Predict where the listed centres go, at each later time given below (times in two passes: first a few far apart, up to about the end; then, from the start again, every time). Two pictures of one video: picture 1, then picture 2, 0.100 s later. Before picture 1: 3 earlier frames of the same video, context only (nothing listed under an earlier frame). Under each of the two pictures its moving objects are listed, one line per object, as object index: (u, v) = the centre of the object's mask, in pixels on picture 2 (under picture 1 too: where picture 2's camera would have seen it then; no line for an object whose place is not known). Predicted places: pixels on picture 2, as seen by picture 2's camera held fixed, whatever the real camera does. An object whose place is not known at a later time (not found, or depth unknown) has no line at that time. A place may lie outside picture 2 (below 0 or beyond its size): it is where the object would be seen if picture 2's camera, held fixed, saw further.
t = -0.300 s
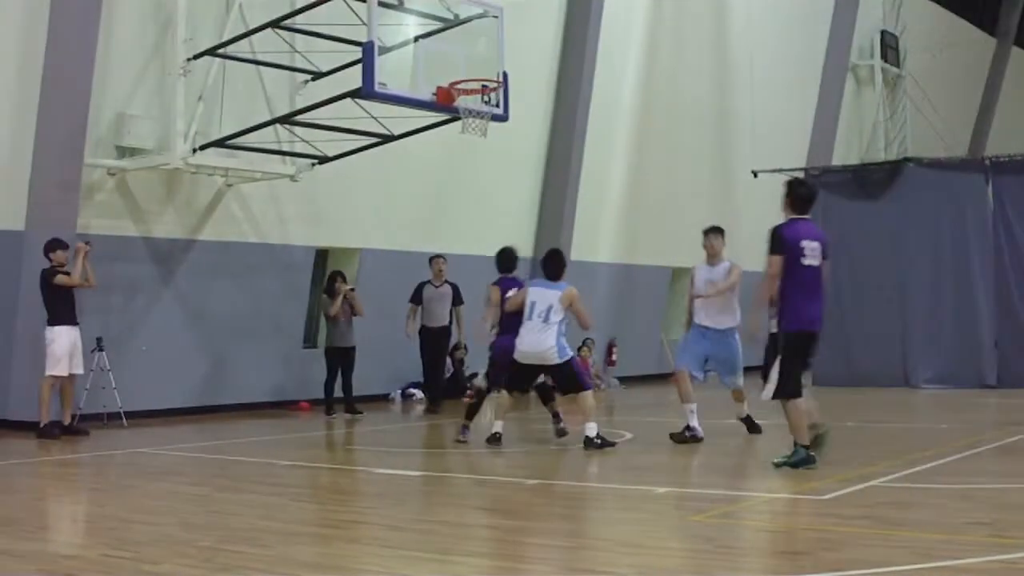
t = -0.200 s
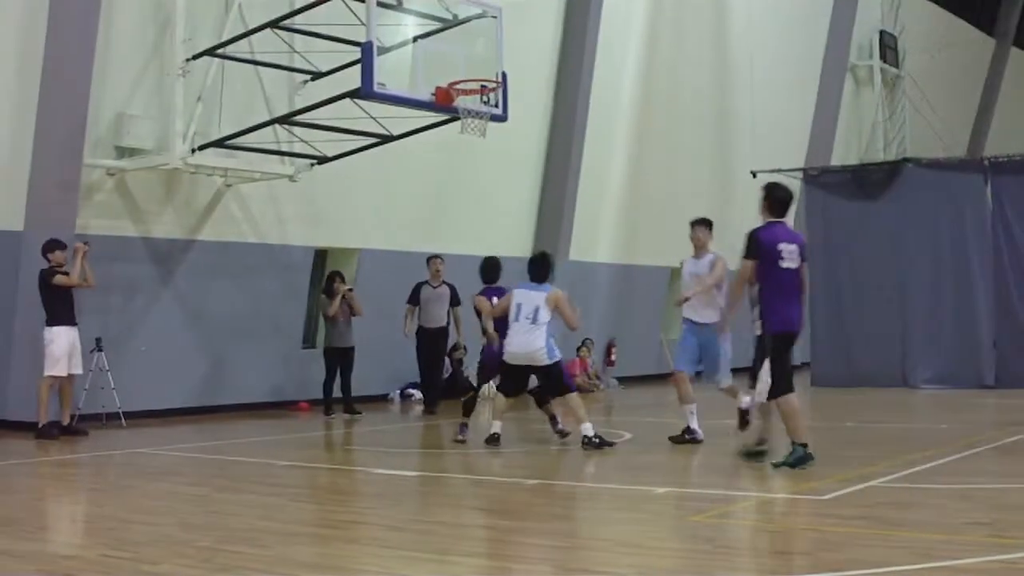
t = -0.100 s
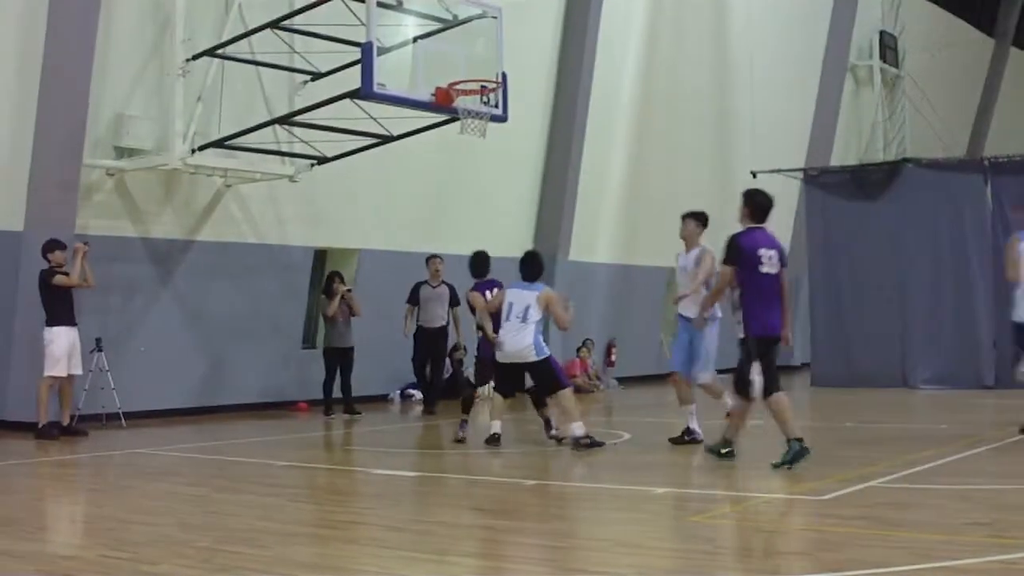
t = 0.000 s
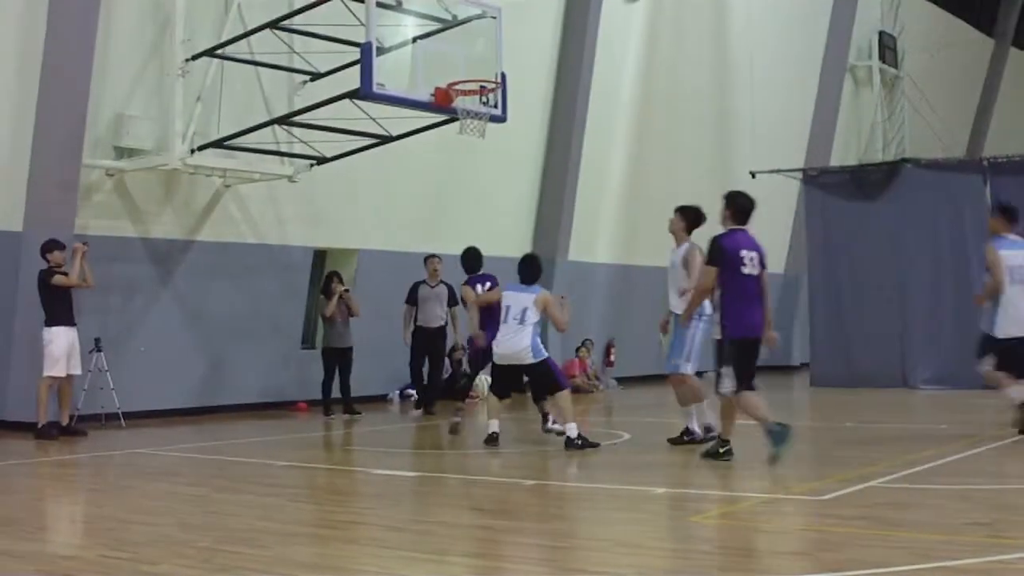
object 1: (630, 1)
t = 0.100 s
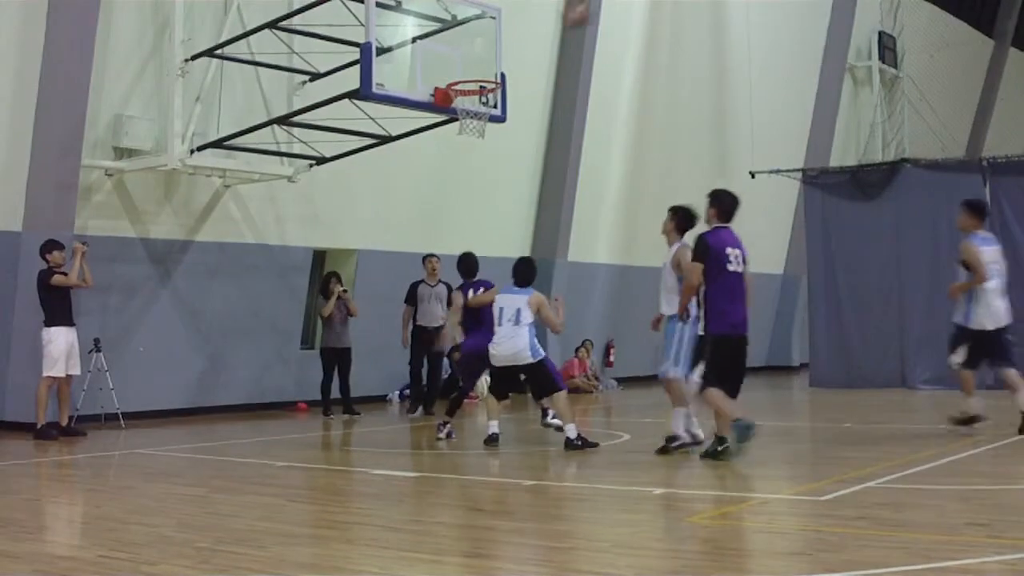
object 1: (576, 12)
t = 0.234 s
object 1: (501, 66)
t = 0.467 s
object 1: (464, 54)
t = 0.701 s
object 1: (482, 40)
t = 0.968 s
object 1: (505, 92)
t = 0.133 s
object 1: (559, 25)
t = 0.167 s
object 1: (540, 38)
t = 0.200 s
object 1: (520, 53)
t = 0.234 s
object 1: (501, 66)
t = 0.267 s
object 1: (488, 73)
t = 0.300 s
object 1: (477, 74)
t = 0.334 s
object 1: (467, 75)
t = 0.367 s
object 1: (458, 76)
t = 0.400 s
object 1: (459, 68)
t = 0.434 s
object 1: (461, 60)
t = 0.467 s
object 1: (464, 54)
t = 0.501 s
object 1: (467, 47)
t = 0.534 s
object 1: (469, 43)
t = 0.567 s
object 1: (472, 40)
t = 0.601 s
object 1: (474, 38)
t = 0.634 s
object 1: (477, 37)
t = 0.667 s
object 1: (479, 38)
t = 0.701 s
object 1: (482, 40)
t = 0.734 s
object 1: (484, 42)
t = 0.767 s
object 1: (487, 46)
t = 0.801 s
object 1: (490, 50)
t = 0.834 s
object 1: (492, 56)
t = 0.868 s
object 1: (495, 63)
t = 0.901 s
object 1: (497, 72)
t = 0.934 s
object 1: (501, 79)
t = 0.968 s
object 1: (505, 92)
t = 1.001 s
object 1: (507, 104)
